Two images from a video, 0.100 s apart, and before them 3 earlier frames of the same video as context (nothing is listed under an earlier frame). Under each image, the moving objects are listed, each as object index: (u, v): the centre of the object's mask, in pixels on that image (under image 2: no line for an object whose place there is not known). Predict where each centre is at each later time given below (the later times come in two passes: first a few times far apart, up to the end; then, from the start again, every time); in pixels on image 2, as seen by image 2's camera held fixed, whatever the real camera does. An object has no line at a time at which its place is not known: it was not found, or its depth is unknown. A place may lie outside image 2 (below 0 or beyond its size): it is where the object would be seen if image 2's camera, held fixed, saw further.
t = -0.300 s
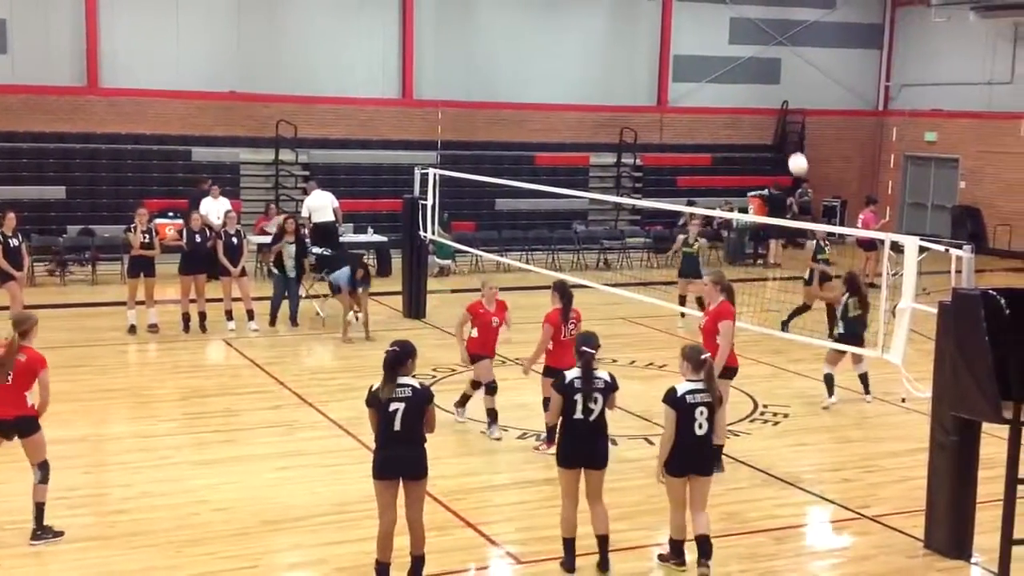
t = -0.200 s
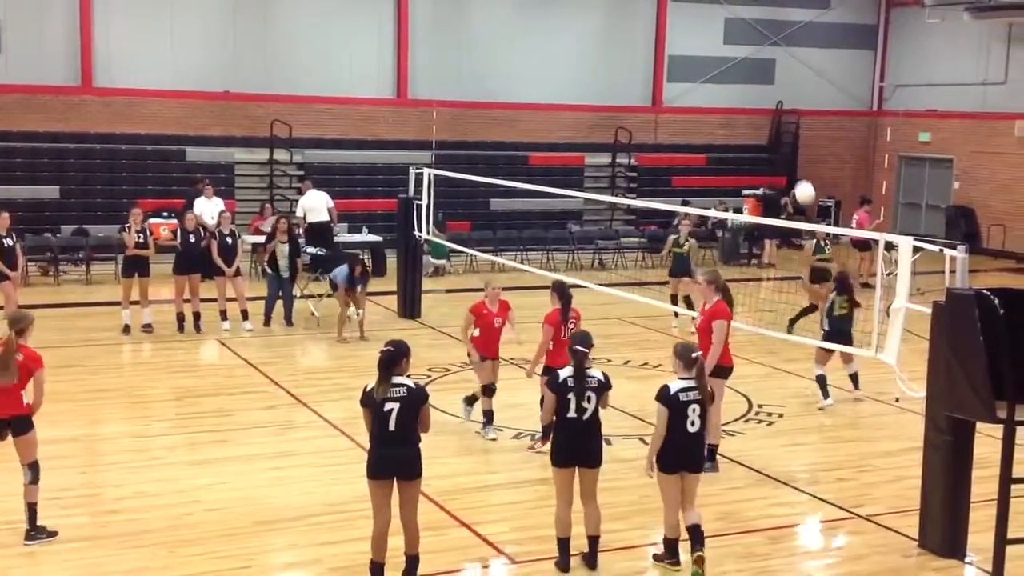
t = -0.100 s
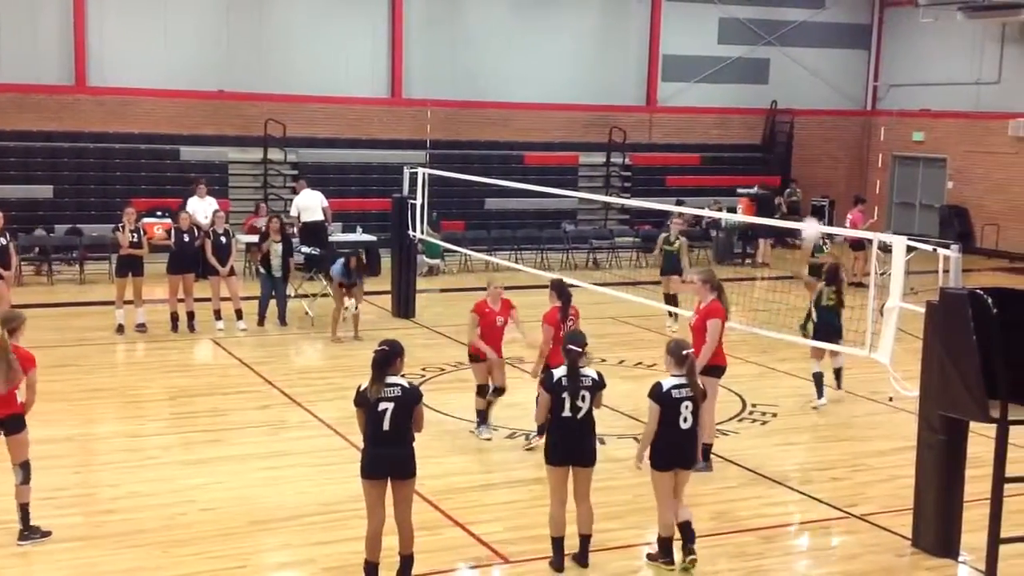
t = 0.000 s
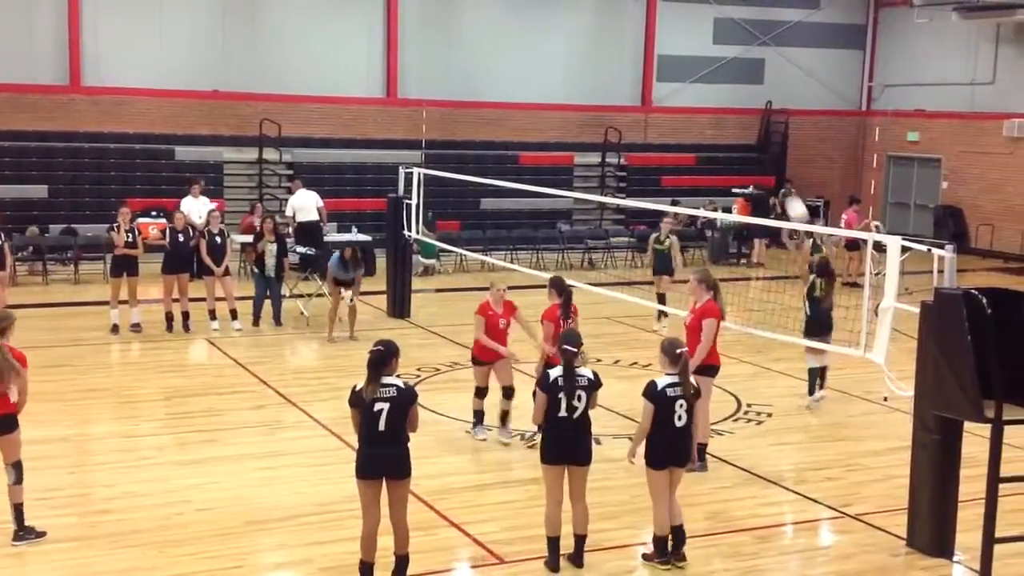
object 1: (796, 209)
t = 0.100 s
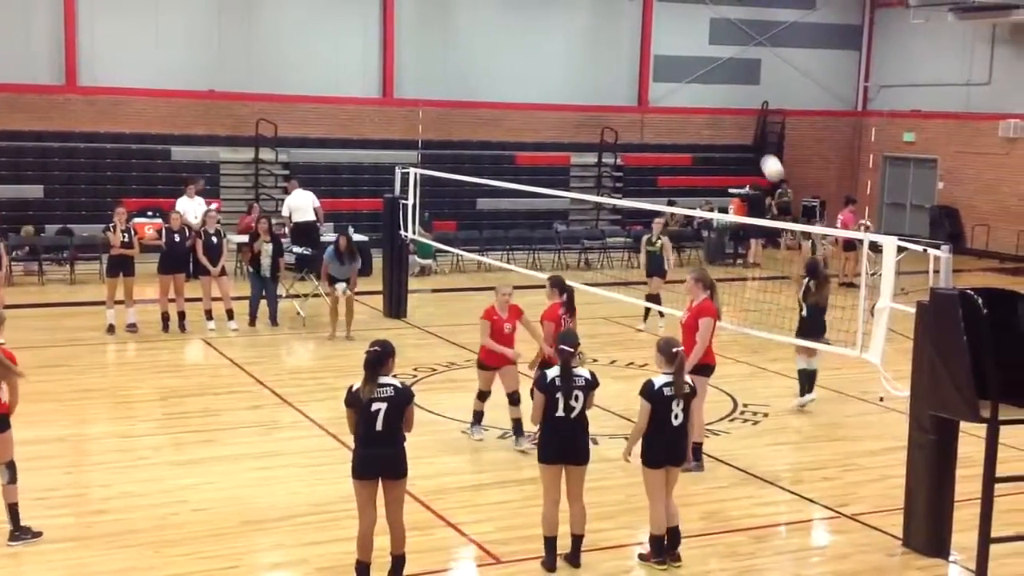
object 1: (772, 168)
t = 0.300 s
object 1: (732, 112)
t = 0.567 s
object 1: (680, 93)
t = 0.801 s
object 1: (636, 127)
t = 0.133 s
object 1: (765, 156)
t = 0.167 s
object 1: (758, 145)
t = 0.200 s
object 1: (751, 135)
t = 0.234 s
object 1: (745, 126)
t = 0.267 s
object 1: (738, 119)
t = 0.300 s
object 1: (732, 112)
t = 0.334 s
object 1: (724, 106)
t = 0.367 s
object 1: (718, 101)
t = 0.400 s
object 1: (711, 96)
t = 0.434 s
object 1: (704, 93)
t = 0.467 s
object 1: (699, 92)
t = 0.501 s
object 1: (693, 92)
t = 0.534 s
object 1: (686, 92)
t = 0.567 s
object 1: (680, 93)
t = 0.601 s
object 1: (673, 95)
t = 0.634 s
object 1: (667, 99)
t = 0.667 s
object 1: (661, 103)
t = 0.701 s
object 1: (654, 108)
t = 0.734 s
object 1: (649, 114)
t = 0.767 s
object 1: (642, 120)
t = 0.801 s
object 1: (636, 127)
